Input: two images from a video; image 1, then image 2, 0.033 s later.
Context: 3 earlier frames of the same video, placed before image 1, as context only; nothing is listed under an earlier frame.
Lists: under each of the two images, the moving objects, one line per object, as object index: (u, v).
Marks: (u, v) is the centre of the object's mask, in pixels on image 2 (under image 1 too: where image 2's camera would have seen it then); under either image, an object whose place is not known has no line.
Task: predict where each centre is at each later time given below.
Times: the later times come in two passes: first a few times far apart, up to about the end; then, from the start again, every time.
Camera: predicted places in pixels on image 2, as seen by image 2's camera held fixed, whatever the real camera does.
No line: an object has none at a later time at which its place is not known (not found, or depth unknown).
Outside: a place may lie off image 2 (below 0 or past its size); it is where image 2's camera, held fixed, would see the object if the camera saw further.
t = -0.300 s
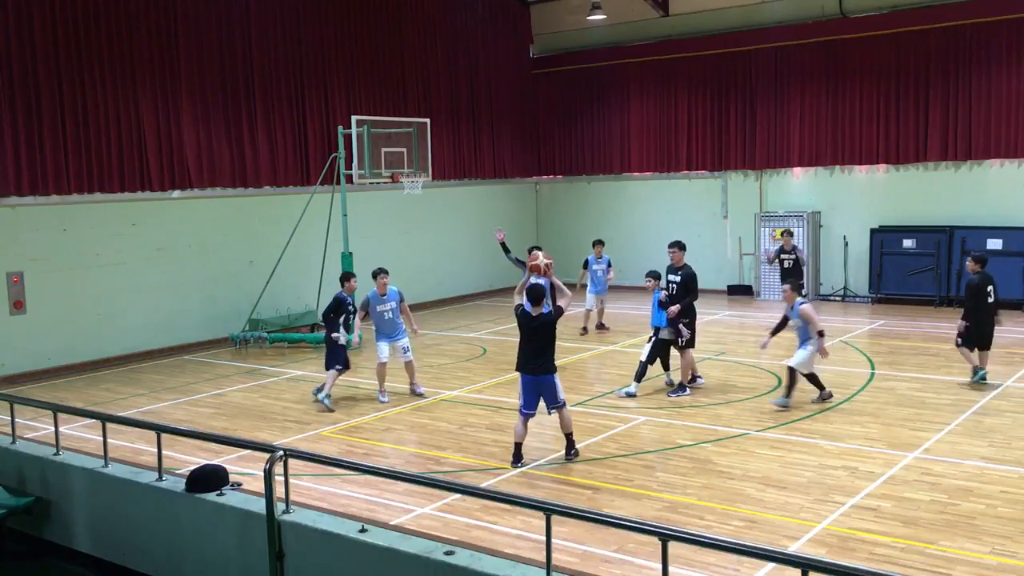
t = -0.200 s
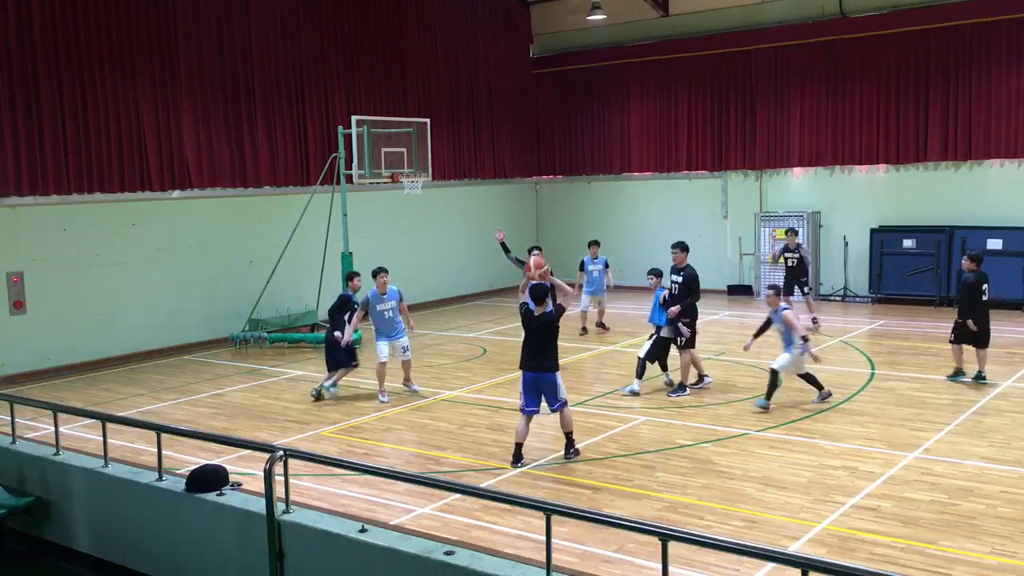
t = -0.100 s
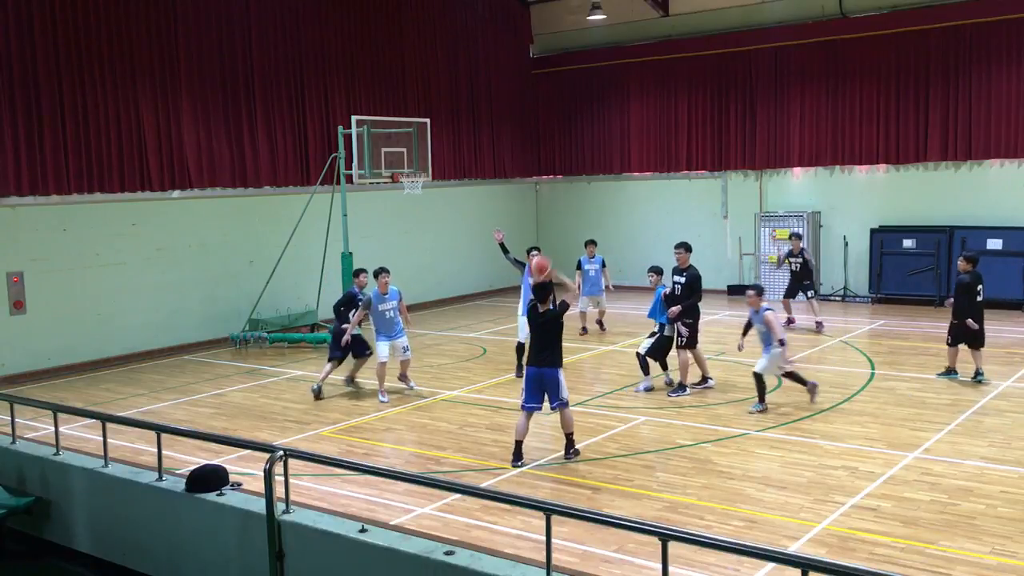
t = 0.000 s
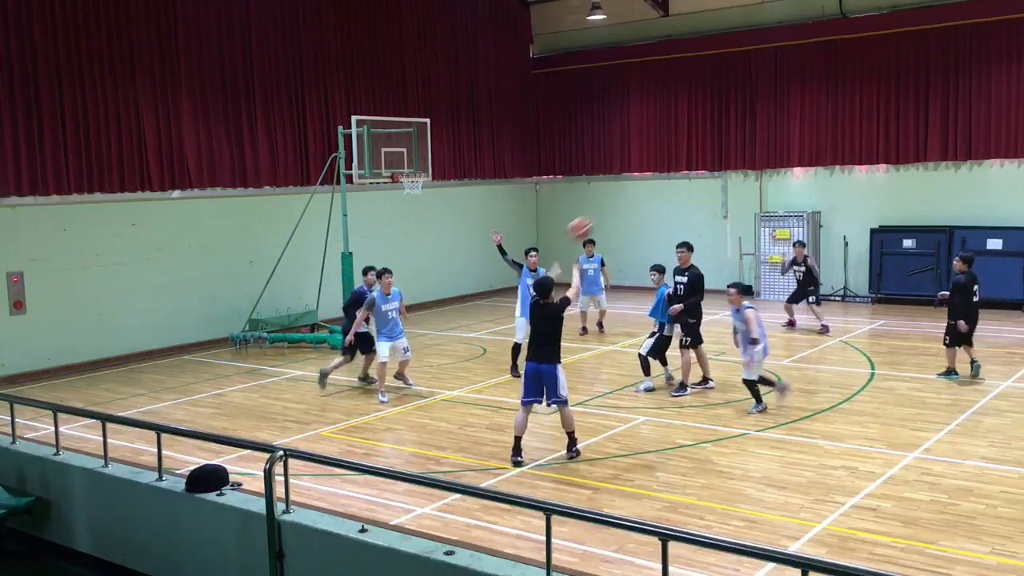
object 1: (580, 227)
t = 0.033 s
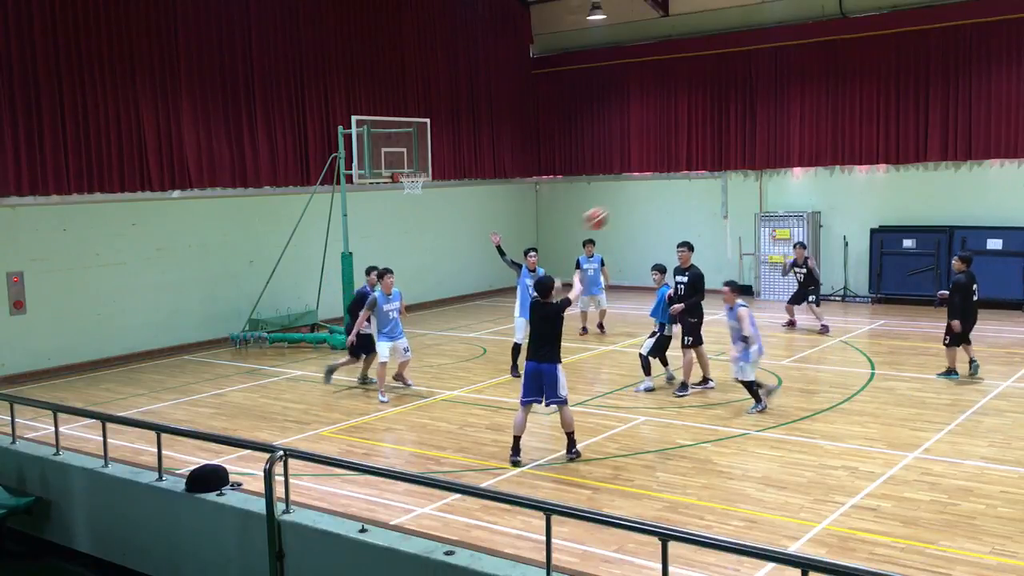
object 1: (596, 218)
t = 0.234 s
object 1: (675, 185)
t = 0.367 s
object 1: (717, 186)
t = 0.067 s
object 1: (610, 209)
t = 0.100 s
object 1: (624, 202)
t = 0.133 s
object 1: (638, 196)
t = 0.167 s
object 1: (651, 191)
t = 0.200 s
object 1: (663, 188)
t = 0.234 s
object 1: (675, 185)
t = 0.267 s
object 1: (686, 184)
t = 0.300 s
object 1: (697, 184)
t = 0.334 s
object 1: (707, 185)
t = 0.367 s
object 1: (717, 186)
